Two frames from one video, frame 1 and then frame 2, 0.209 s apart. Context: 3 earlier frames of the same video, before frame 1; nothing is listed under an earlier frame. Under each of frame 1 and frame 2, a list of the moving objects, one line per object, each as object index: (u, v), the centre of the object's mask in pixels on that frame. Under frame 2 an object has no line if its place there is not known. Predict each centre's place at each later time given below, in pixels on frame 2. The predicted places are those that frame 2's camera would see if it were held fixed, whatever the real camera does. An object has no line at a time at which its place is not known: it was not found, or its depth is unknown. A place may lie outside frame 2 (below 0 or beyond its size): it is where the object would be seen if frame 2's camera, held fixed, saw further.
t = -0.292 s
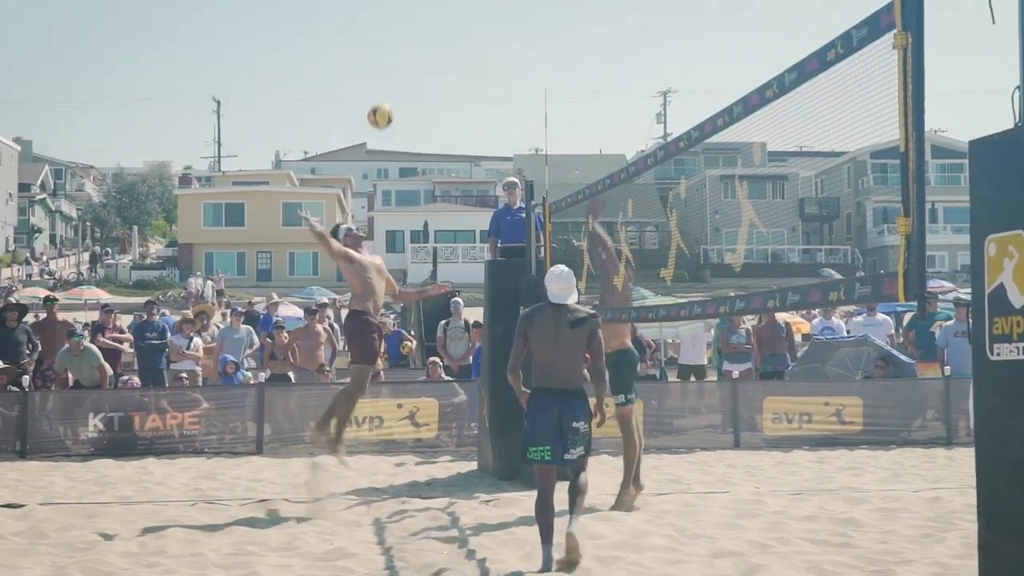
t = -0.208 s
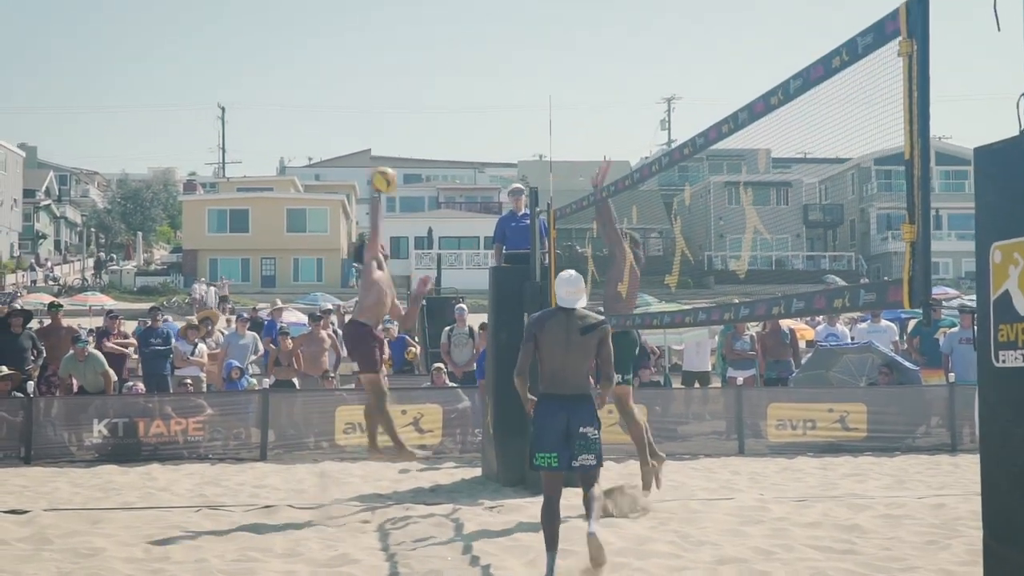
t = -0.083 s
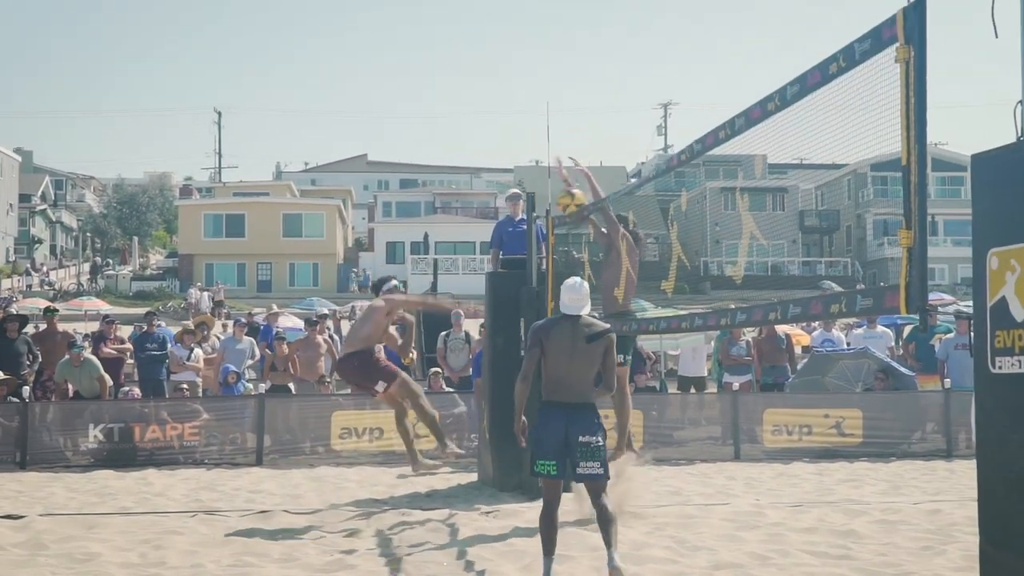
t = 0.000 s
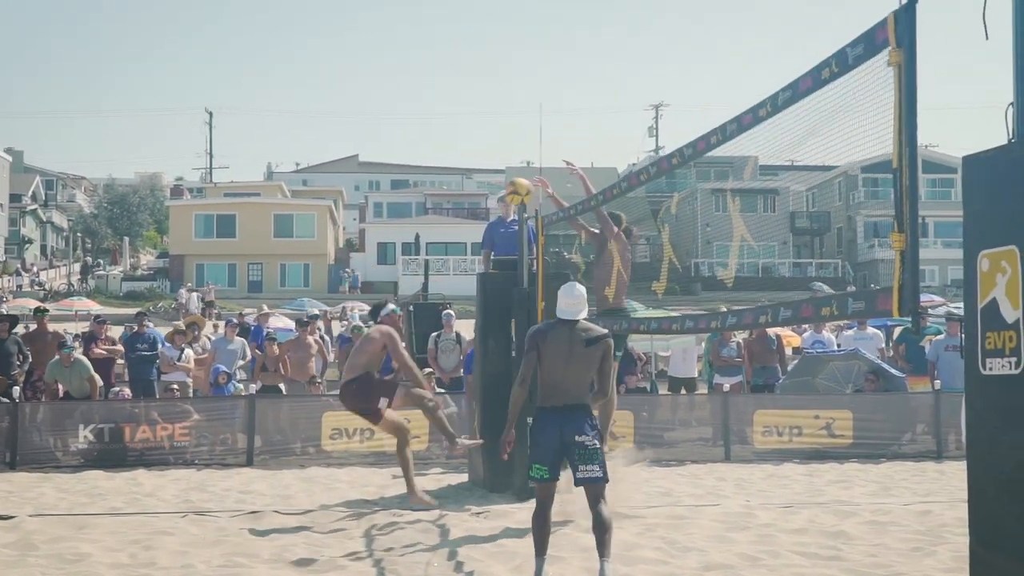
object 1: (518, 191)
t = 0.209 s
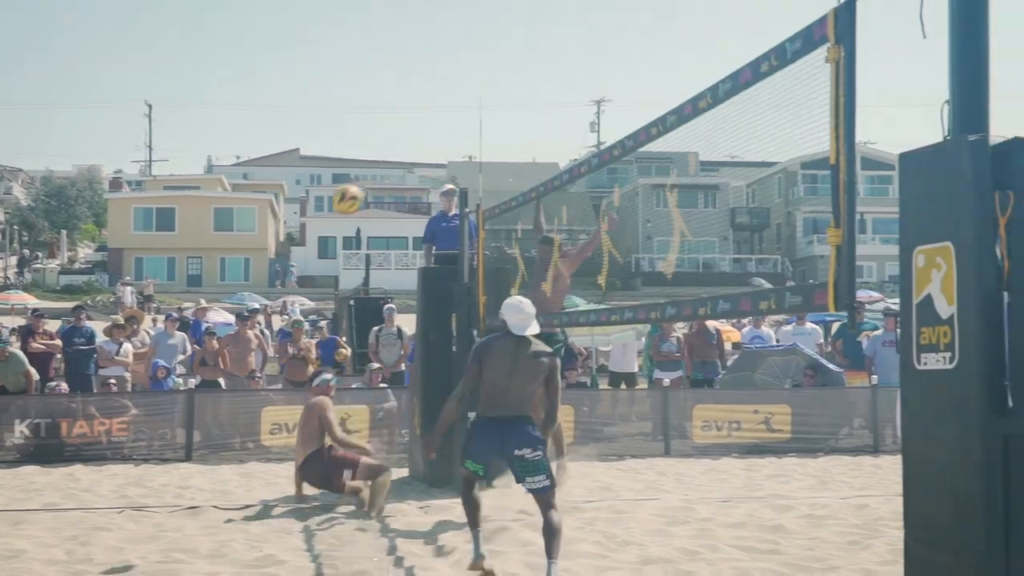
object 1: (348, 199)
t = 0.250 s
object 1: (322, 210)
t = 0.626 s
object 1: (112, 432)
